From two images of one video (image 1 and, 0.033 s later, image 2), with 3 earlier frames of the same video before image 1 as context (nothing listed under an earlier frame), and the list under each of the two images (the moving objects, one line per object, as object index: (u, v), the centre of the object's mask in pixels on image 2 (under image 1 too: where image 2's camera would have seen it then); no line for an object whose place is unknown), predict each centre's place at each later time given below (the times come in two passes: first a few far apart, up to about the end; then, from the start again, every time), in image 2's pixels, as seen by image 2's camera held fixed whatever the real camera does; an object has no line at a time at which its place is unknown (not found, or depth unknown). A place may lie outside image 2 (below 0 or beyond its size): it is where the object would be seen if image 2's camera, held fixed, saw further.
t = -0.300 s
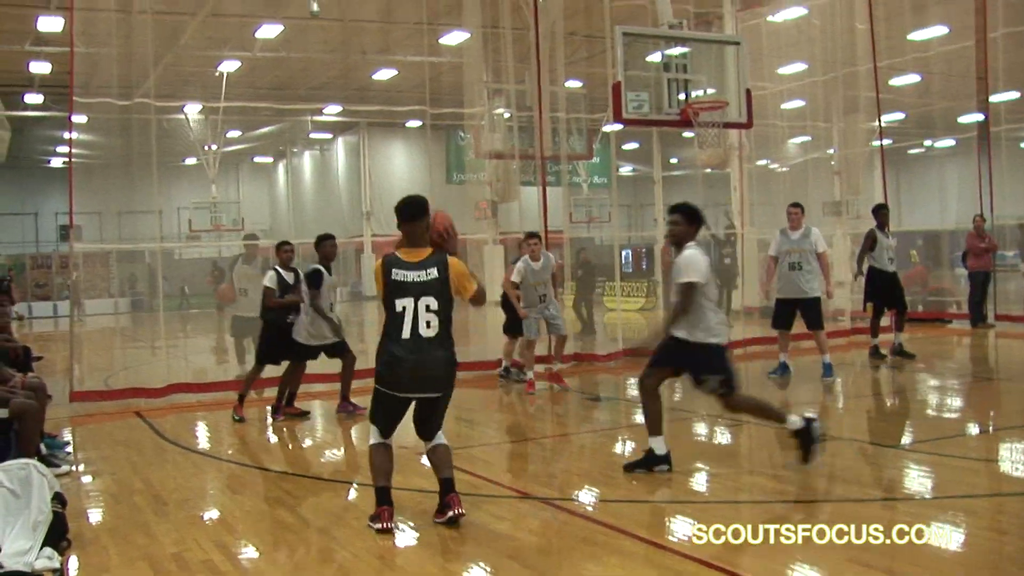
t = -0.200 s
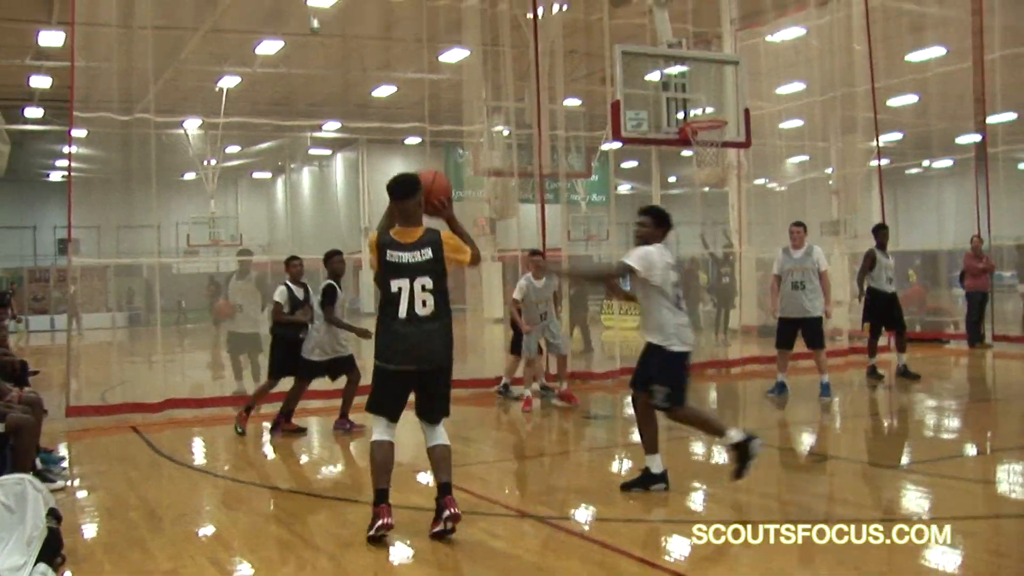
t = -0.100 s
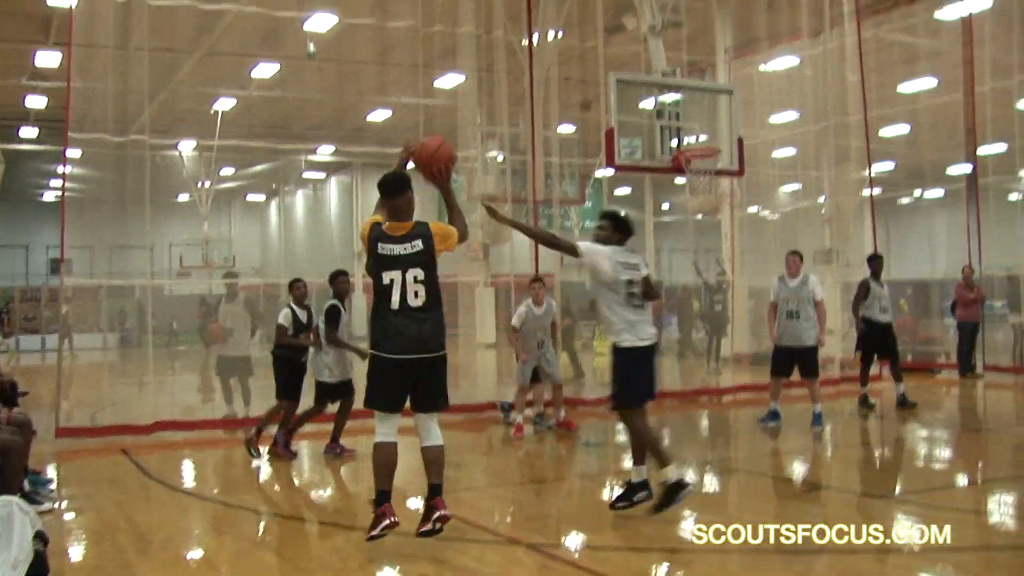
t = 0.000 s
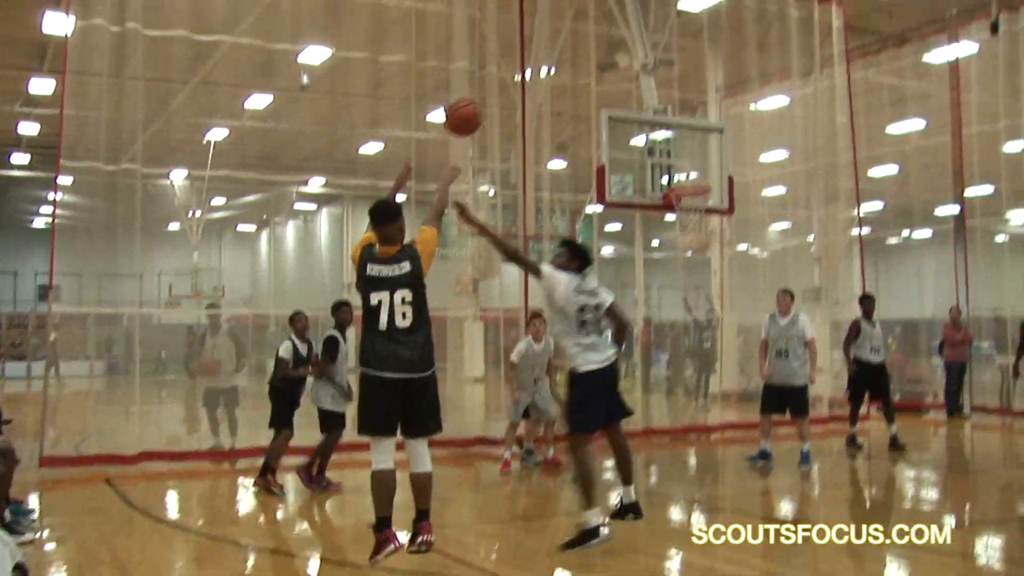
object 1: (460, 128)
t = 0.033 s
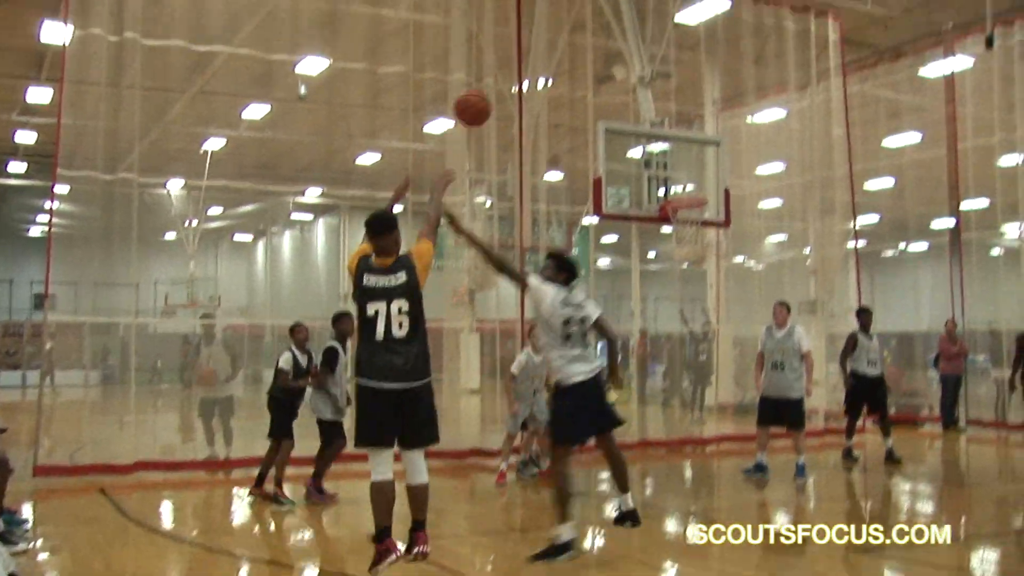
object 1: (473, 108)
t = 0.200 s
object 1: (527, 45)
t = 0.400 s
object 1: (577, 27)
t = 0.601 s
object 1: (616, 54)
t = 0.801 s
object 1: (646, 112)
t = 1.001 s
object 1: (671, 190)
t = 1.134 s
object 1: (703, 220)
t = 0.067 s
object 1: (485, 91)
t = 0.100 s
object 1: (496, 77)
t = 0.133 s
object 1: (507, 64)
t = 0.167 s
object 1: (517, 53)
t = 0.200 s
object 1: (527, 45)
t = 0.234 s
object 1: (537, 38)
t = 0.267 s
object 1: (545, 32)
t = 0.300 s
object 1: (554, 29)
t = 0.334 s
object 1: (562, 27)
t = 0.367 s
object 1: (570, 26)
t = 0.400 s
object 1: (577, 27)
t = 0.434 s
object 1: (584, 29)
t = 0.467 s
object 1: (591, 32)
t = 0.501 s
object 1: (598, 35)
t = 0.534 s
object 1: (604, 41)
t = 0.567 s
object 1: (610, 46)
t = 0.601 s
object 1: (616, 54)
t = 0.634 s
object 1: (622, 62)
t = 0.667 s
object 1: (627, 70)
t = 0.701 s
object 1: (632, 79)
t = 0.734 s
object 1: (637, 89)
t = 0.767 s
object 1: (642, 100)
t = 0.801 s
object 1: (646, 112)
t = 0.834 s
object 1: (651, 123)
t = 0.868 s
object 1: (656, 136)
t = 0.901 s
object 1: (659, 149)
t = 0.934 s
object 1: (664, 162)
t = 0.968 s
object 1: (668, 177)
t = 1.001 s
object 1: (671, 190)
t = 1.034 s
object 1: (677, 203)
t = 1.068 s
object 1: (689, 213)
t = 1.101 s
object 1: (698, 220)
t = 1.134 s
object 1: (703, 220)
